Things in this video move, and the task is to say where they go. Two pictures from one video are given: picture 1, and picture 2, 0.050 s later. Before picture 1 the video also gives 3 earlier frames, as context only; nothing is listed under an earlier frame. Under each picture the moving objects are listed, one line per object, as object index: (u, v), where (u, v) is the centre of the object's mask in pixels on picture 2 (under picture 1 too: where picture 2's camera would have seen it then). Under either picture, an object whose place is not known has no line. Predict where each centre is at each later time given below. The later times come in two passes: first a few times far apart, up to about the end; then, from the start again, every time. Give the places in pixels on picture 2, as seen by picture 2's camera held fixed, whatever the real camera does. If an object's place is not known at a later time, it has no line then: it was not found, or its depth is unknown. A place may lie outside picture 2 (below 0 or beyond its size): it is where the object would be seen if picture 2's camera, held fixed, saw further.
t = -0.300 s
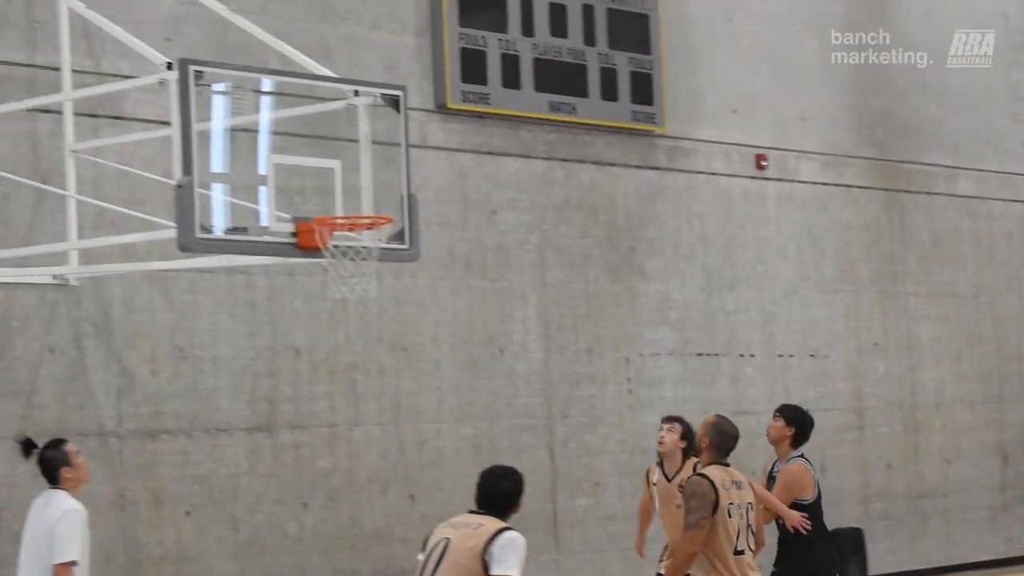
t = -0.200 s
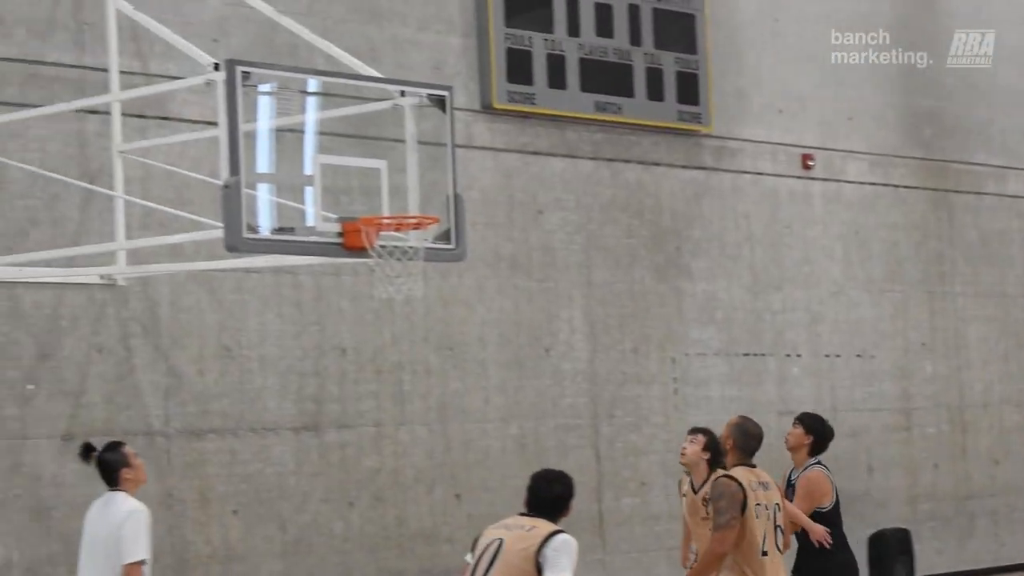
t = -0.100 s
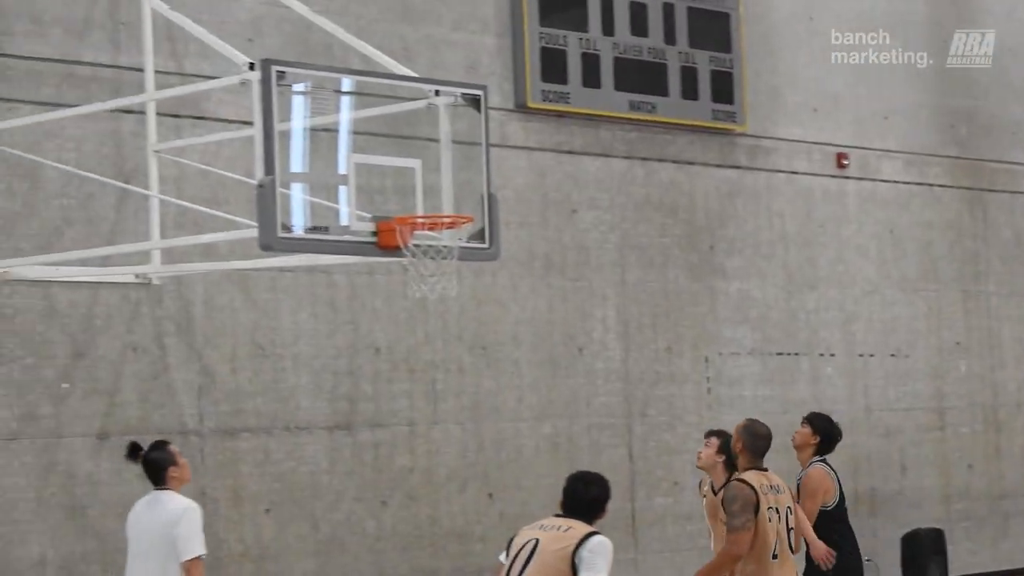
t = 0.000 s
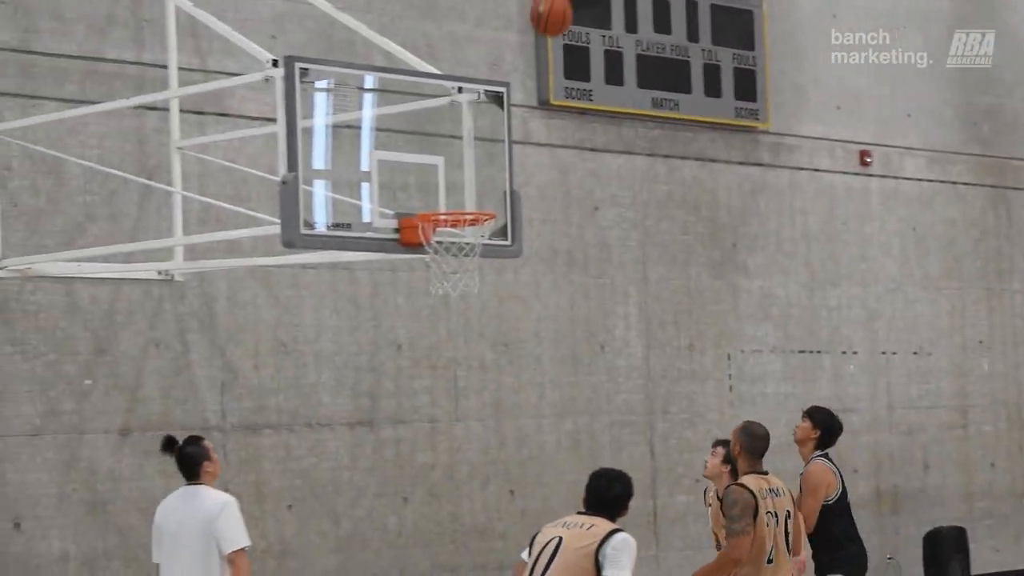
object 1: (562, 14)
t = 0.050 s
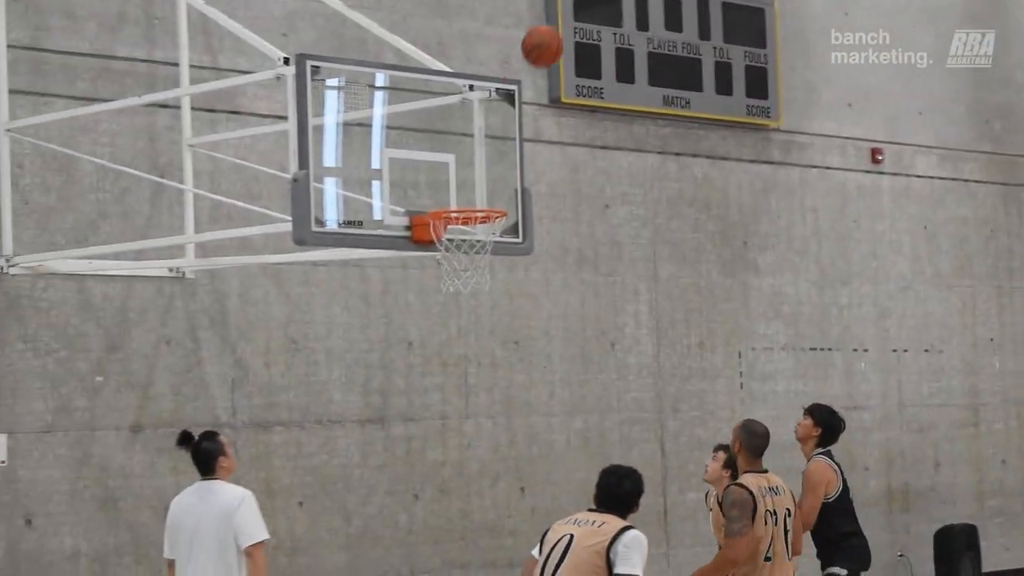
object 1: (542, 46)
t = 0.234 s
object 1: (471, 195)
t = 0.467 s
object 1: (436, 329)
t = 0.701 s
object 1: (422, 499)
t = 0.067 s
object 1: (535, 58)
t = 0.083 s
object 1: (528, 70)
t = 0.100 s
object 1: (521, 83)
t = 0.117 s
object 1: (514, 96)
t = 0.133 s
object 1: (508, 109)
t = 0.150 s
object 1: (501, 124)
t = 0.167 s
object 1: (496, 137)
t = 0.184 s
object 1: (489, 151)
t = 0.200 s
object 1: (483, 167)
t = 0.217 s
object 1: (477, 181)
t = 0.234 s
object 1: (471, 195)
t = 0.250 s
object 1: (465, 210)
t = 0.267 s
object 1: (457, 234)
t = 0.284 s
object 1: (452, 246)
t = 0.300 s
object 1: (447, 258)
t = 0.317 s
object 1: (444, 264)
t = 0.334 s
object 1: (444, 269)
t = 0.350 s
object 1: (442, 276)
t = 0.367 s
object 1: (440, 283)
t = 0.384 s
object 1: (440, 289)
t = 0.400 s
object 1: (439, 296)
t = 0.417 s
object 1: (442, 303)
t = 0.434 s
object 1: (437, 312)
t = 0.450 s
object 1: (439, 319)
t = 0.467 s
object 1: (436, 329)
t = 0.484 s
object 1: (435, 339)
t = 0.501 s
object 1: (434, 349)
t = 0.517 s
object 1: (435, 358)
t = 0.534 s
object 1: (433, 369)
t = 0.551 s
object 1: (431, 380)
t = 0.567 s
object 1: (430, 392)
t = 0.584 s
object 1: (430, 403)
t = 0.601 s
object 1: (428, 416)
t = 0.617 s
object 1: (426, 428)
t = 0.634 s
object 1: (426, 441)
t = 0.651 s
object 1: (425, 455)
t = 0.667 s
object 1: (424, 468)
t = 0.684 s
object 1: (423, 484)
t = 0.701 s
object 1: (422, 499)
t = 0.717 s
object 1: (420, 514)
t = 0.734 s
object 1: (420, 529)
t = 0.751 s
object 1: (419, 545)
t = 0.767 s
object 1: (417, 565)
